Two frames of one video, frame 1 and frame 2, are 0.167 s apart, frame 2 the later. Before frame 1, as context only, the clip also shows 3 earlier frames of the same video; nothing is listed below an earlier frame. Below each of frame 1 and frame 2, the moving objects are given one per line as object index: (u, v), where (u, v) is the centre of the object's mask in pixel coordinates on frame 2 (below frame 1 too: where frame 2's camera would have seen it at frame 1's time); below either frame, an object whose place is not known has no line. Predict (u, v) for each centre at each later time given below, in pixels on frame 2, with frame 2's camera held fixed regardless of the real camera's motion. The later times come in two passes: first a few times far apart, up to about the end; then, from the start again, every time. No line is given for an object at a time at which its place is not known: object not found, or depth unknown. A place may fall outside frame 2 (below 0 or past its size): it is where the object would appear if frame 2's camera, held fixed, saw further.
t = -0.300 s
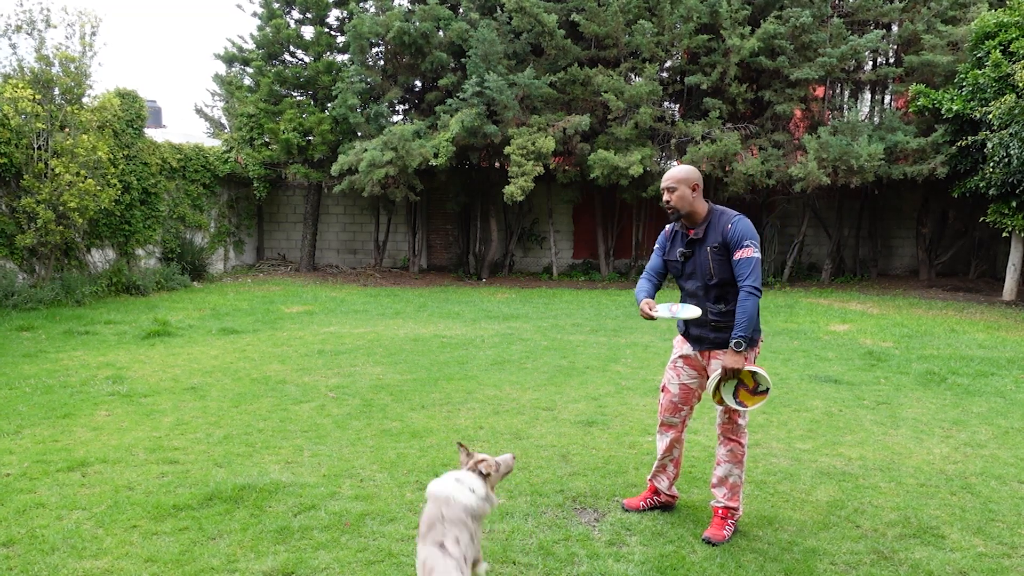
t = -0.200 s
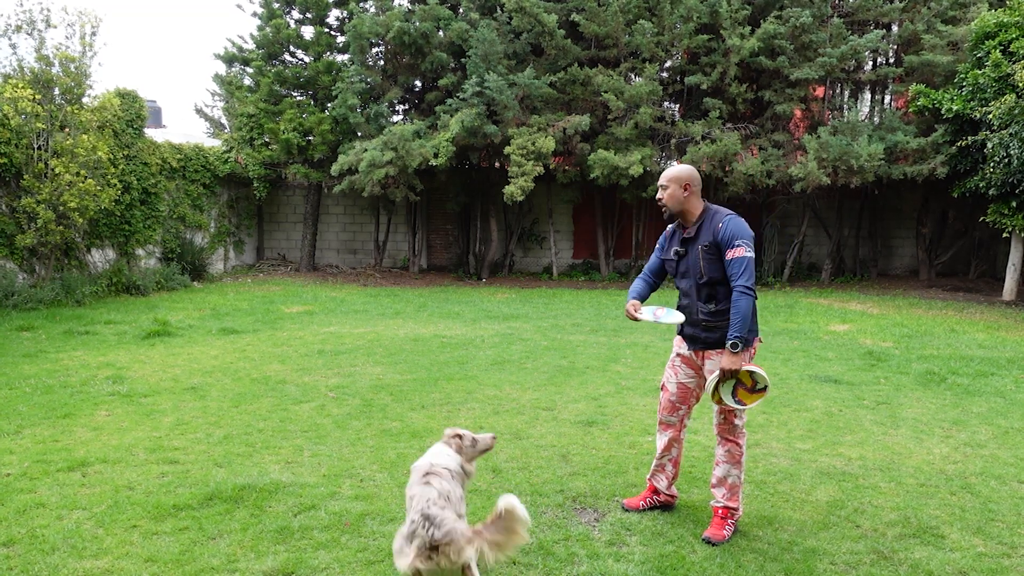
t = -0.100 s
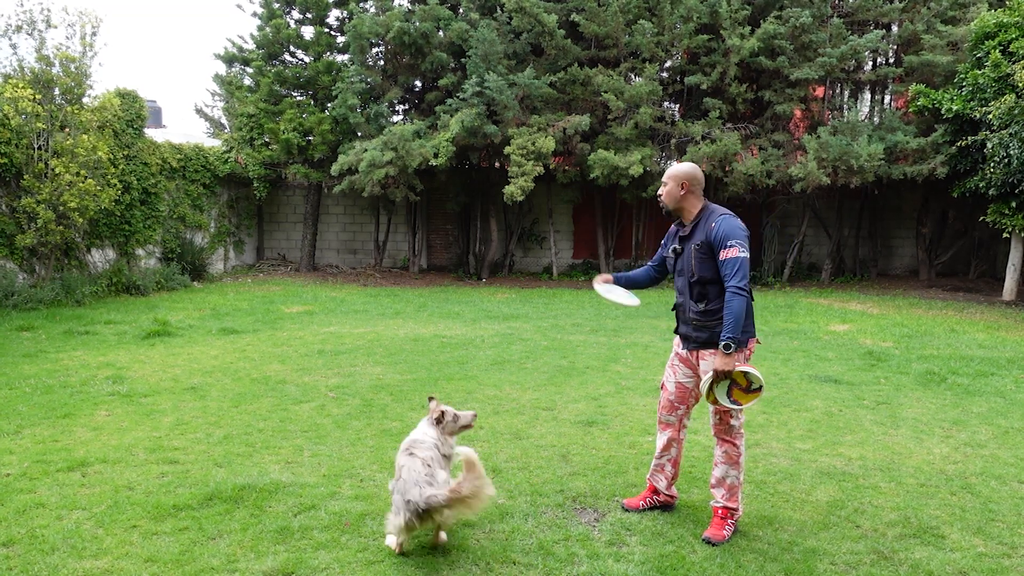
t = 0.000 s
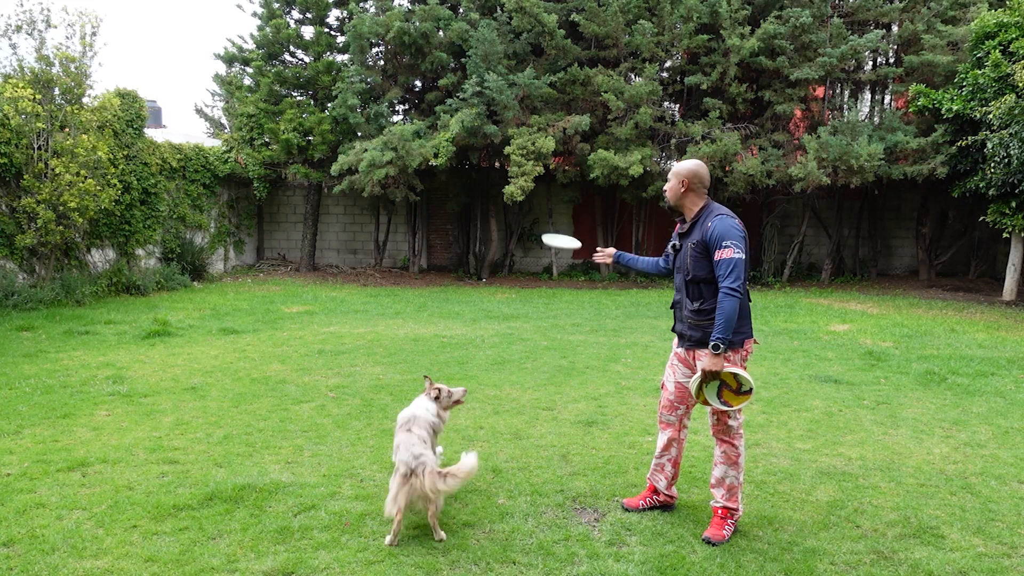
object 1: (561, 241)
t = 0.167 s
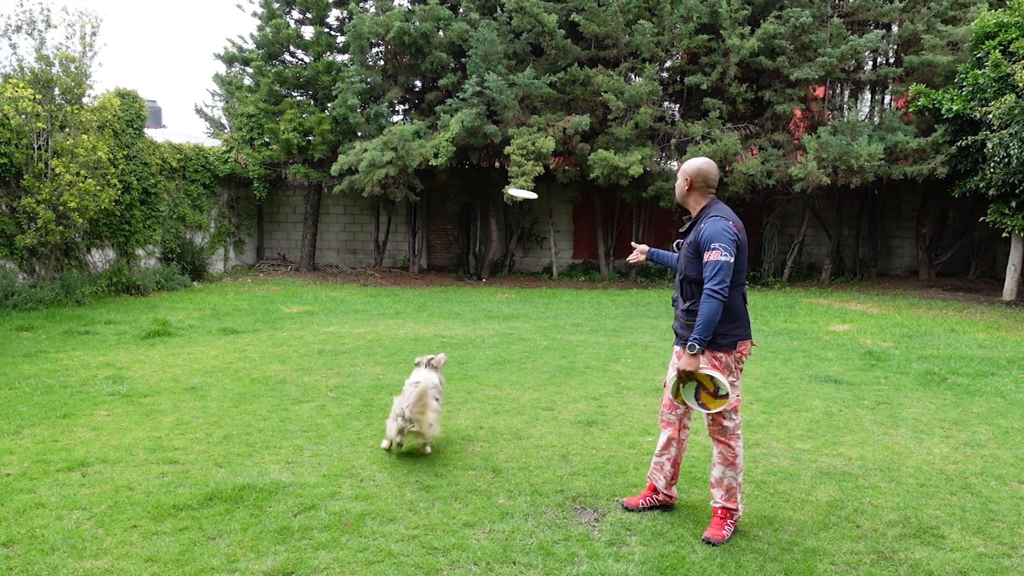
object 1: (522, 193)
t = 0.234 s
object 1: (512, 187)
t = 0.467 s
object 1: (492, 182)
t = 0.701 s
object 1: (486, 195)
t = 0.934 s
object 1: (484, 217)
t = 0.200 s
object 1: (517, 190)
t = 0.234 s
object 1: (512, 187)
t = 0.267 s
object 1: (508, 184)
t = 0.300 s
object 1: (504, 183)
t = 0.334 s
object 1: (501, 182)
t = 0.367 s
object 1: (498, 181)
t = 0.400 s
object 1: (496, 181)
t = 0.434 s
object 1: (494, 182)
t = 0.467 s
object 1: (492, 182)
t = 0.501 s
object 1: (491, 184)
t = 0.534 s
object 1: (489, 185)
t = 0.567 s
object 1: (488, 186)
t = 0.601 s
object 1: (487, 188)
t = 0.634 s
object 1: (487, 190)
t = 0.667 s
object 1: (486, 193)
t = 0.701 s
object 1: (486, 195)
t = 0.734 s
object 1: (485, 198)
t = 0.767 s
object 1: (485, 201)
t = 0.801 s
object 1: (485, 204)
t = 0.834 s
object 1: (484, 207)
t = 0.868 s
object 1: (484, 210)
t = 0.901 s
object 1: (485, 214)
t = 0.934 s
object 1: (484, 217)
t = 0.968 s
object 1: (485, 220)
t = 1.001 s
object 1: (485, 224)
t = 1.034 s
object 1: (485, 228)
